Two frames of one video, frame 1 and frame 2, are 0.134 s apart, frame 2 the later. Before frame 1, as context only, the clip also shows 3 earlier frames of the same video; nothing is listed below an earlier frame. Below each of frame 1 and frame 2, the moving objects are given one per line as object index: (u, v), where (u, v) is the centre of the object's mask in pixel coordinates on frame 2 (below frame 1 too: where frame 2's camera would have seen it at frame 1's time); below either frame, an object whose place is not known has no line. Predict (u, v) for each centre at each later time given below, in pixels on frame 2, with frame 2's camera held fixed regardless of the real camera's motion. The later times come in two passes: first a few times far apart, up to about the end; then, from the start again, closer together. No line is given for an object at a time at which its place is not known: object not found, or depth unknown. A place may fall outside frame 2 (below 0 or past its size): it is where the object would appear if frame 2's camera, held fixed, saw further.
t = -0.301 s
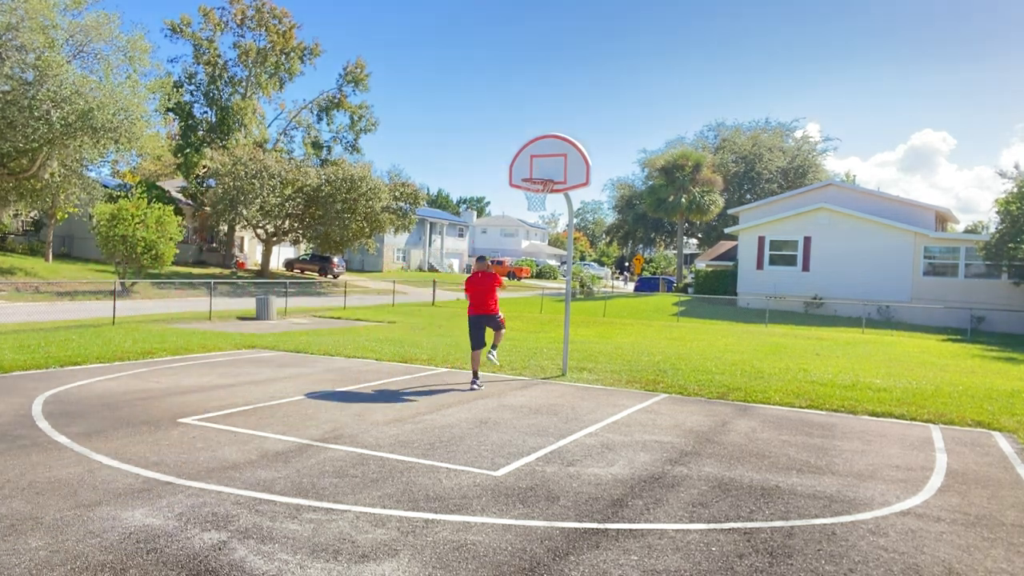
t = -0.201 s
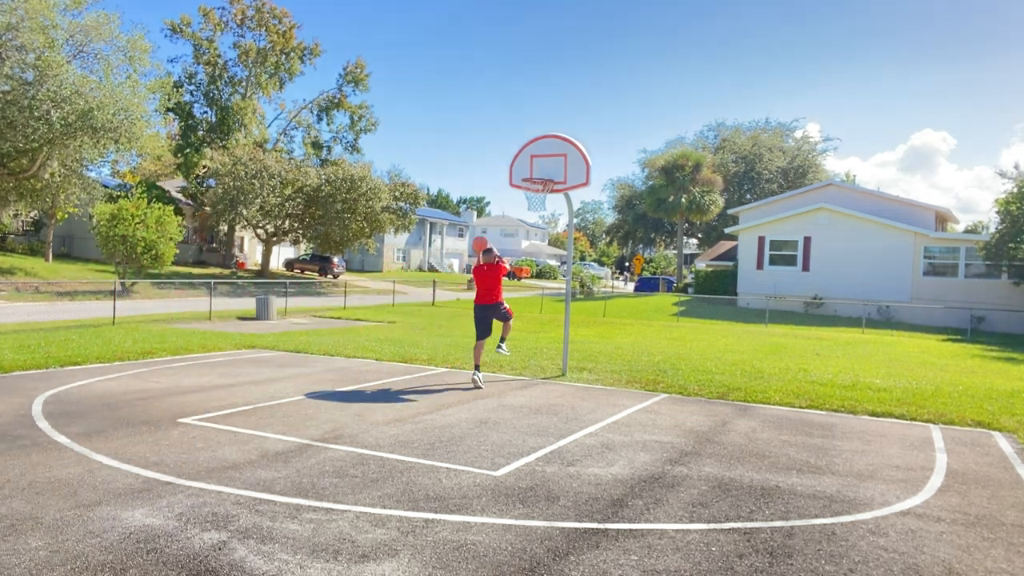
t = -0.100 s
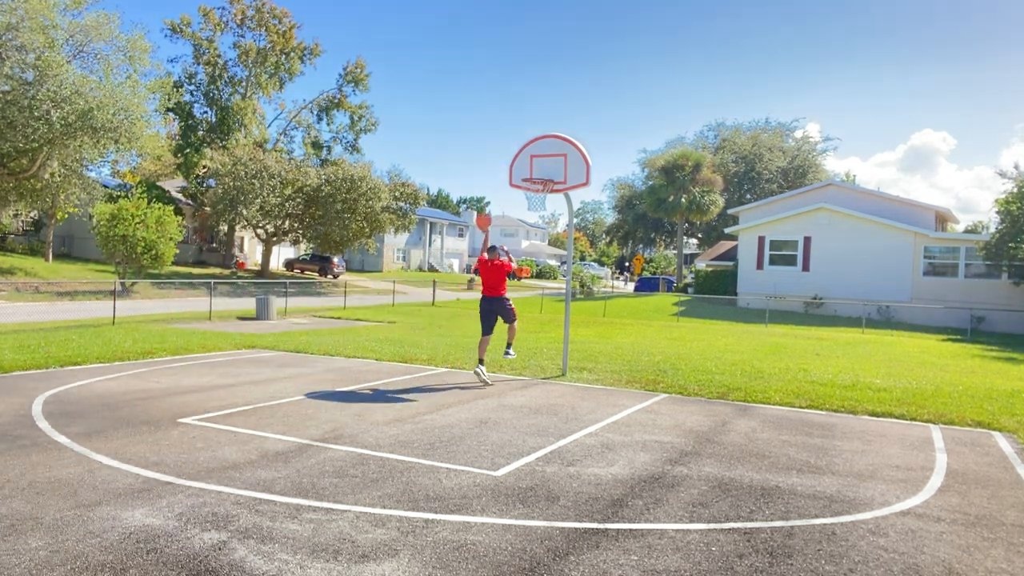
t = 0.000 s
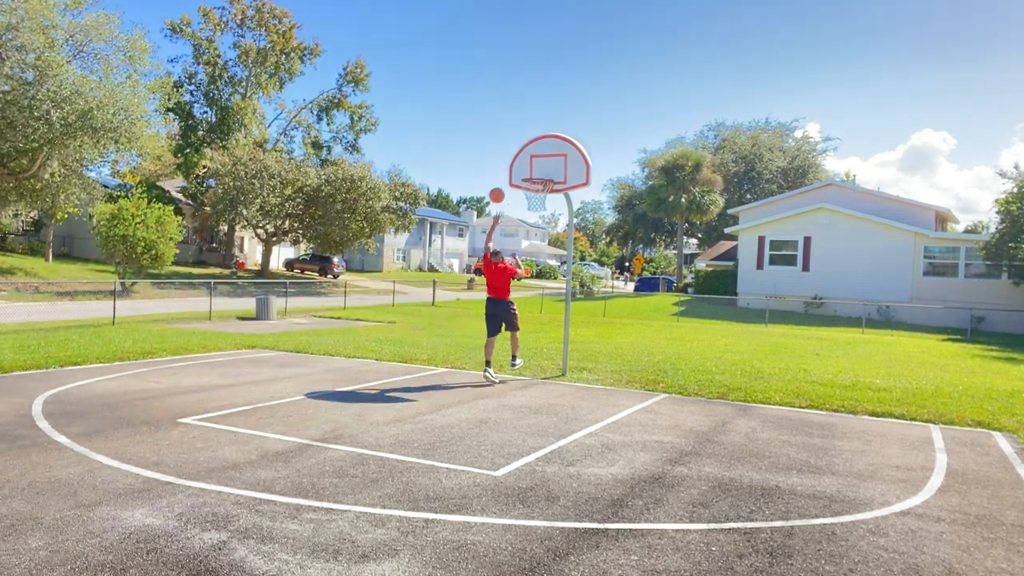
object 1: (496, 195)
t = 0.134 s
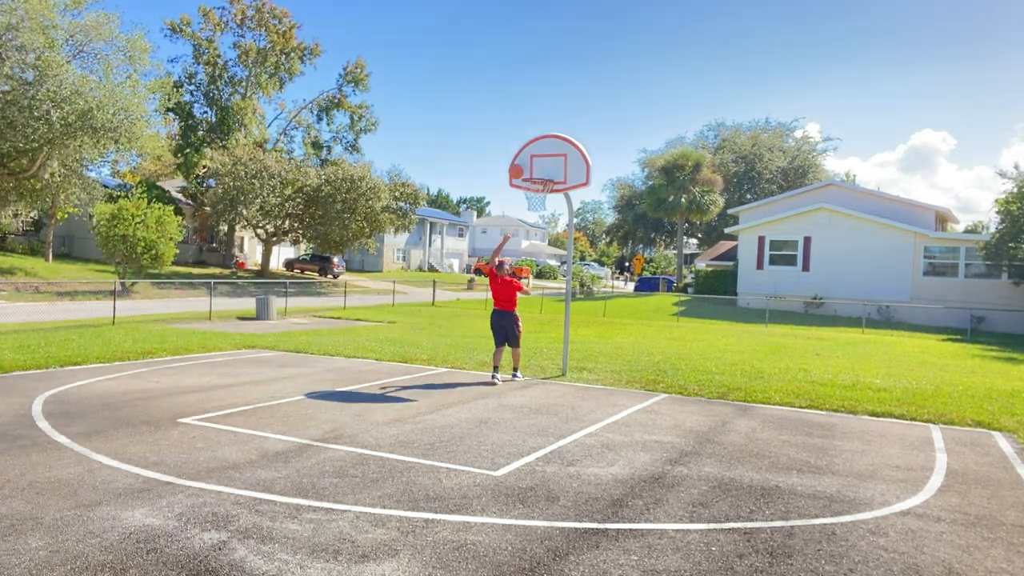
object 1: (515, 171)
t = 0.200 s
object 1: (521, 166)
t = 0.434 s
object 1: (524, 171)
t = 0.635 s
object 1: (530, 170)
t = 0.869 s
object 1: (540, 168)
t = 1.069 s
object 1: (548, 178)
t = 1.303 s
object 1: (555, 221)
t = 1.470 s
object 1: (559, 275)
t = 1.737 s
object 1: (565, 381)
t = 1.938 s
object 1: (579, 314)
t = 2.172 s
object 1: (593, 270)
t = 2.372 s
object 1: (605, 264)
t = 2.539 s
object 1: (613, 281)
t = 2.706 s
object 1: (620, 318)
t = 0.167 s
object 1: (520, 167)
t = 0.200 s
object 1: (521, 166)
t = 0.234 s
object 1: (522, 164)
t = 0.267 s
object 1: (522, 164)
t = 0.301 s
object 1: (522, 165)
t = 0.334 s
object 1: (522, 166)
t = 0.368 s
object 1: (523, 168)
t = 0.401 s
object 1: (523, 171)
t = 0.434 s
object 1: (524, 171)
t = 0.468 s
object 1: (525, 168)
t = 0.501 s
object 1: (526, 167)
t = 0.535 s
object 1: (528, 167)
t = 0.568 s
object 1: (529, 167)
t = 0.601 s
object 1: (530, 168)
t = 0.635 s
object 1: (530, 170)
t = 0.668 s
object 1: (532, 169)
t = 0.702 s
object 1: (533, 168)
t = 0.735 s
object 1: (535, 168)
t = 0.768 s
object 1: (536, 168)
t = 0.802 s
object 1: (537, 169)
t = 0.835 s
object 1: (539, 169)
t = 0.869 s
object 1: (540, 168)
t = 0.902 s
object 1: (541, 169)
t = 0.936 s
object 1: (542, 170)
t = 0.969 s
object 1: (544, 171)
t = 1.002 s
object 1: (545, 173)
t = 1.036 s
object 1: (546, 175)
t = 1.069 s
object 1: (548, 178)
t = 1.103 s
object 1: (549, 183)
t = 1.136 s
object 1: (550, 187)
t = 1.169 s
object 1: (551, 192)
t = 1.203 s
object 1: (552, 198)
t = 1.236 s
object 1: (552, 206)
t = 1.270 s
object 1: (554, 213)
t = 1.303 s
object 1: (555, 221)
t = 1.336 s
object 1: (555, 230)
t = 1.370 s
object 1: (557, 240)
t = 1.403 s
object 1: (557, 251)
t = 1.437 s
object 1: (559, 263)
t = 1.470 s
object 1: (559, 275)
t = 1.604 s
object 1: (561, 331)
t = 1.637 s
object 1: (562, 347)
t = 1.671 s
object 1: (563, 364)
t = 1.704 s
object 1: (563, 382)
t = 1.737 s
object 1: (565, 381)
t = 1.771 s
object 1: (567, 368)
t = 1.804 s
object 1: (570, 355)
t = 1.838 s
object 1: (572, 344)
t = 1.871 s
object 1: (574, 333)
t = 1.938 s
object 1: (579, 314)
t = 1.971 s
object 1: (581, 305)
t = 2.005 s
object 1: (583, 297)
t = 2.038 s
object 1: (585, 291)
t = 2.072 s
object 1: (587, 285)
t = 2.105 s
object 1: (589, 279)
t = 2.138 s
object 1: (591, 274)
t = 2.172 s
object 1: (593, 270)
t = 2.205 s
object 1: (595, 267)
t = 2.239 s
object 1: (597, 265)
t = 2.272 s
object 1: (599, 264)
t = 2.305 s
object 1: (601, 263)
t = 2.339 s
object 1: (603, 263)
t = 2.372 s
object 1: (605, 264)
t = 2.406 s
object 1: (606, 266)
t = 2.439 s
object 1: (608, 269)
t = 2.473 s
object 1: (610, 272)
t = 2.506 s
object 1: (611, 276)
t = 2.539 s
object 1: (613, 281)
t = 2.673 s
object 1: (618, 309)
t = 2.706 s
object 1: (620, 318)
